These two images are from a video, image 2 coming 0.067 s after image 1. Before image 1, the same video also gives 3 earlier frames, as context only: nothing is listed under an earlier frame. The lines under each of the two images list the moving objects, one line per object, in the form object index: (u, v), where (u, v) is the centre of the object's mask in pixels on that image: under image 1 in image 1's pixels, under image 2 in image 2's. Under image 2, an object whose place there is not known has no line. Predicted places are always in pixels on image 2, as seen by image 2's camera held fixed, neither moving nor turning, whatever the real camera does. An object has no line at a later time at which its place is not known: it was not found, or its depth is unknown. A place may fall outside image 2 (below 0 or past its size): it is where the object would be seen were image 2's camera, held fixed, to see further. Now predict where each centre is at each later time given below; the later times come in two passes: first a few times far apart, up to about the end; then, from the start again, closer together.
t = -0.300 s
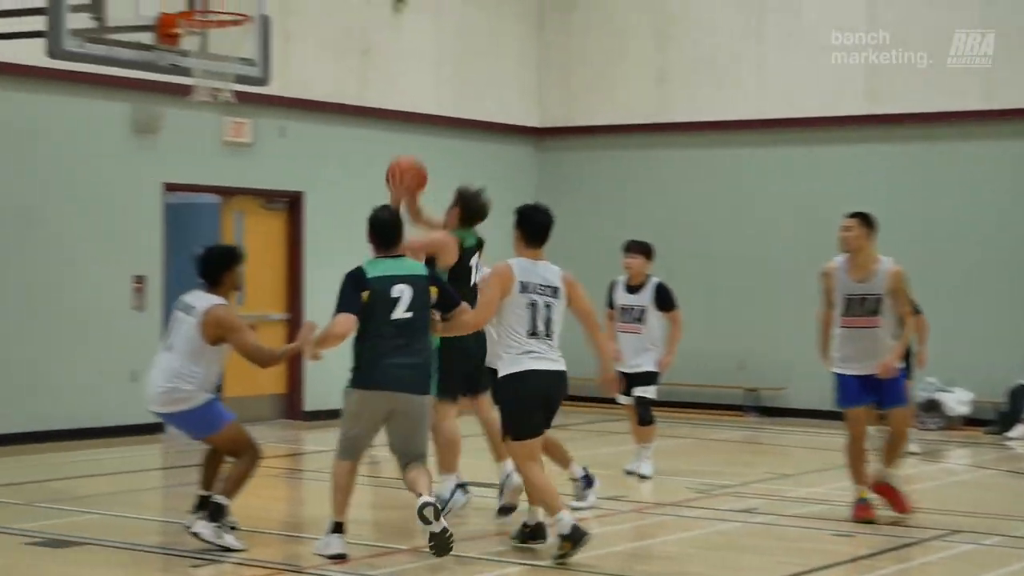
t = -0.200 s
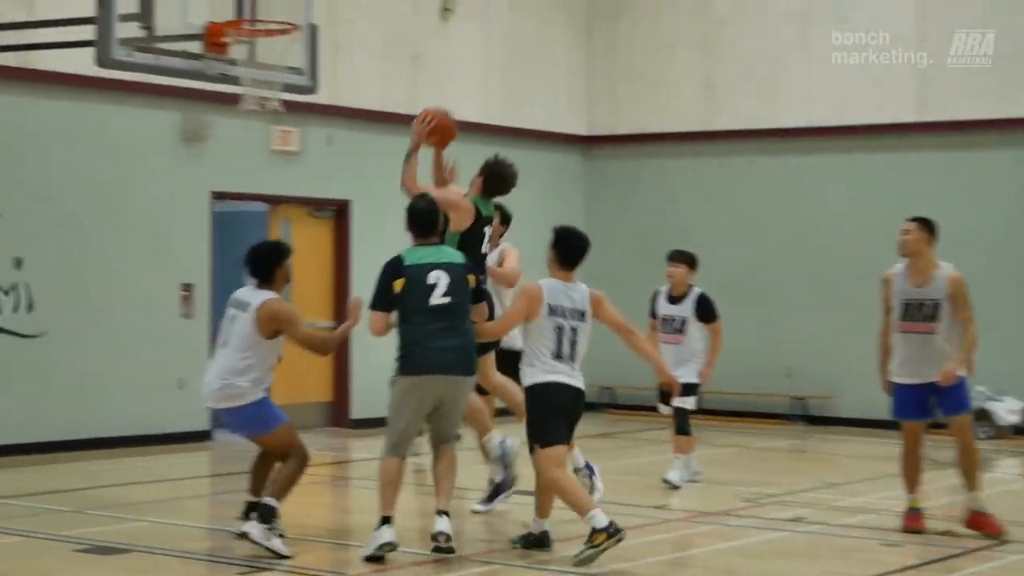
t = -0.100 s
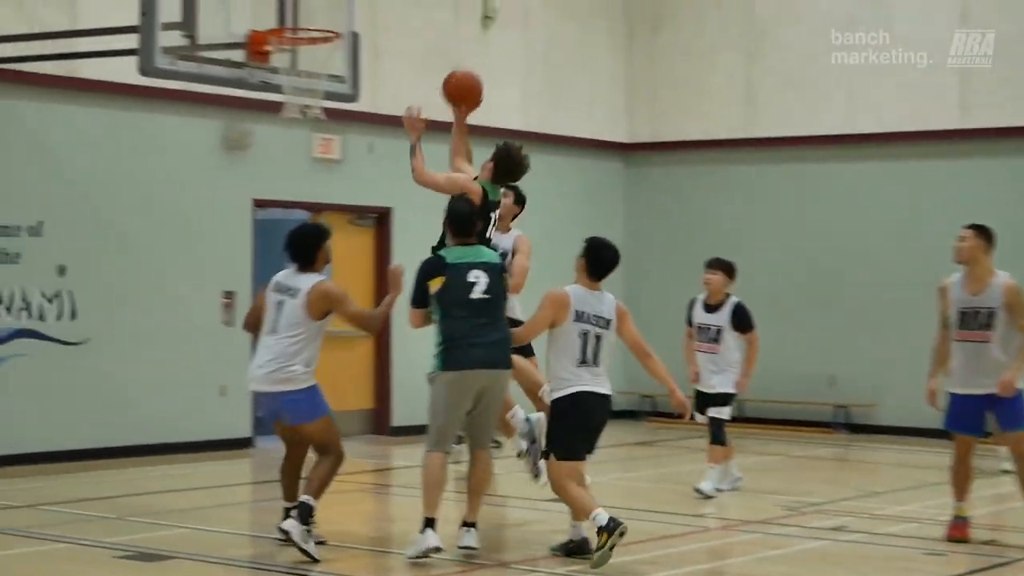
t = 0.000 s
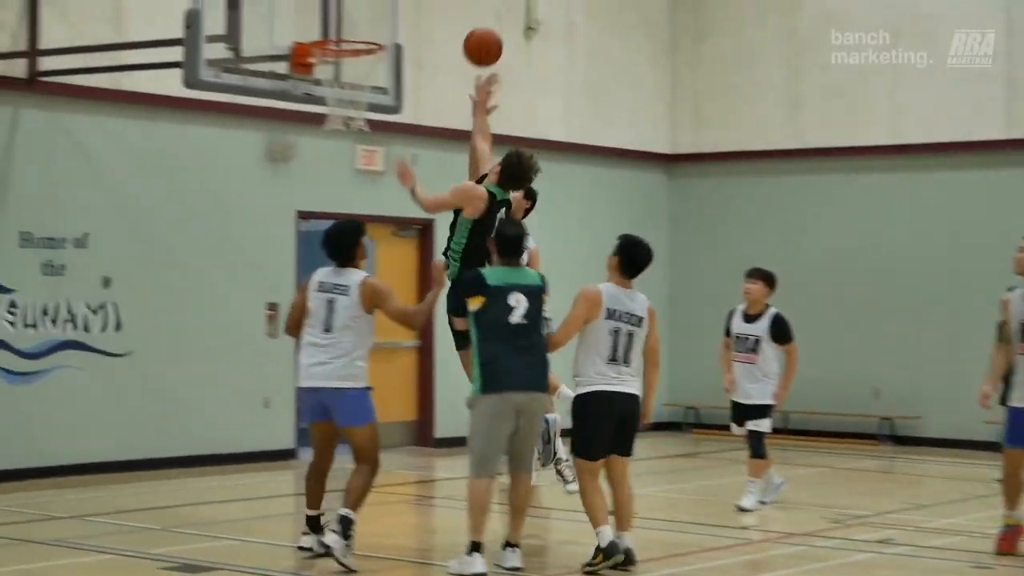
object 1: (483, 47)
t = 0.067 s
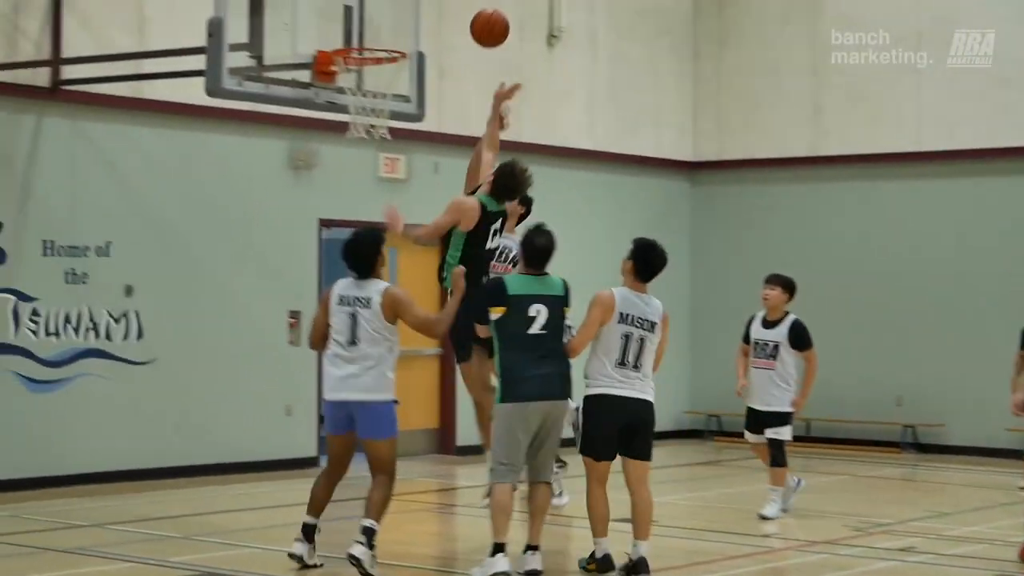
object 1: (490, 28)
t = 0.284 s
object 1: (443, -6)
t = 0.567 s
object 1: (387, 30)
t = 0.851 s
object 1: (366, 19)
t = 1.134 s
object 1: (382, 28)
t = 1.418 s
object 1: (363, 69)
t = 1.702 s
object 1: (349, 137)
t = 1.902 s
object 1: (353, 224)
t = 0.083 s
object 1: (487, 23)
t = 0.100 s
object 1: (483, 18)
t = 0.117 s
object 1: (480, 14)
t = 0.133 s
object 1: (476, 9)
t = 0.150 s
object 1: (472, 6)
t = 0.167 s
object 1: (469, 3)
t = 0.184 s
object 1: (466, 0)
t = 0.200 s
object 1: (462, -2)
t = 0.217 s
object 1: (459, -3)
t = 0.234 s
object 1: (455, -5)
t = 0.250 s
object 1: (451, -5)
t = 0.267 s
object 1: (447, -6)
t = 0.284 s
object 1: (443, -6)
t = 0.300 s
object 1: (439, -5)
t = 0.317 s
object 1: (436, -5)
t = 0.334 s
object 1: (432, -4)
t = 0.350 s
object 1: (429, -2)
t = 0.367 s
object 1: (425, 0)
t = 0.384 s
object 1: (421, 3)
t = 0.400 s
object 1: (417, 6)
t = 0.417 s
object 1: (414, 9)
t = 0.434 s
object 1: (410, 14)
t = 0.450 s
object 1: (407, 18)
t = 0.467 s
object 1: (404, 22)
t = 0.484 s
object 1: (400, 27)
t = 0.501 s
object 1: (397, 33)
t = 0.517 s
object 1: (394, 36)
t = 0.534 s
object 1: (392, 36)
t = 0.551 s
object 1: (390, 33)
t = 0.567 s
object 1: (387, 30)
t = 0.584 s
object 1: (385, 27)
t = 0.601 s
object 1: (383, 24)
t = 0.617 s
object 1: (382, 21)
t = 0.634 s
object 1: (380, 19)
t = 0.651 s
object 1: (377, 17)
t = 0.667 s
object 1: (375, 16)
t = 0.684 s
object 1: (373, 15)
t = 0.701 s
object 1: (371, 15)
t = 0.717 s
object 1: (369, 14)
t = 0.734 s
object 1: (367, 14)
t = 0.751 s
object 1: (365, 15)
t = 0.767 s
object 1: (363, 16)
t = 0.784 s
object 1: (361, 17)
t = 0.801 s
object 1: (362, 18)
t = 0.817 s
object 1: (363, 18)
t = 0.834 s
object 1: (365, 18)
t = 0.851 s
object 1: (366, 19)
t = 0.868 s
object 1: (367, 21)
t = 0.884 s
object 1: (368, 23)
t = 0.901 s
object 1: (370, 25)
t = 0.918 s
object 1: (371, 28)
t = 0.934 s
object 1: (373, 31)
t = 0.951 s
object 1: (374, 33)
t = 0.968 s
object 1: (376, 36)
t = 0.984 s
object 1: (376, 36)
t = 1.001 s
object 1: (377, 34)
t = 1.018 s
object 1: (378, 33)
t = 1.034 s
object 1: (379, 31)
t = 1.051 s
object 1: (379, 30)
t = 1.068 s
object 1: (380, 29)
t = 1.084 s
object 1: (380, 28)
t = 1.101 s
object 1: (381, 28)
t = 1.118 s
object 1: (381, 28)
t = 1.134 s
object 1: (382, 28)
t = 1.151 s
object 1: (383, 29)
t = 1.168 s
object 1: (383, 31)
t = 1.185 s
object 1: (384, 32)
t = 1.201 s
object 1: (385, 34)
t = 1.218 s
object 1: (385, 35)
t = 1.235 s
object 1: (386, 37)
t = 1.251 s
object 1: (387, 39)
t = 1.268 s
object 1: (387, 40)
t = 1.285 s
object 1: (386, 41)
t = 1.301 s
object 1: (383, 42)
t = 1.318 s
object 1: (381, 42)
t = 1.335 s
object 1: (377, 42)
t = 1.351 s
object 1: (375, 43)
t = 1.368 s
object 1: (372, 45)
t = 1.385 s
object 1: (369, 62)
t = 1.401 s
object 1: (366, 66)
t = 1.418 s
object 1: (363, 69)
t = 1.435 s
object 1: (360, 72)
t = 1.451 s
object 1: (358, 76)
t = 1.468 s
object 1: (355, 82)
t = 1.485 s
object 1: (353, 85)
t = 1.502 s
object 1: (351, 91)
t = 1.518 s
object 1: (349, 95)
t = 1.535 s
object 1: (348, 99)
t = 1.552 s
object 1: (347, 102)
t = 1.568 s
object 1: (348, 104)
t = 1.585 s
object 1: (348, 107)
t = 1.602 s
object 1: (347, 109)
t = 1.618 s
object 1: (348, 110)
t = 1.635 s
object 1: (350, 112)
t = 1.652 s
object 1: (350, 120)
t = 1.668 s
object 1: (349, 125)
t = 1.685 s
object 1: (349, 127)
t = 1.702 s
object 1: (349, 137)
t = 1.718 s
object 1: (350, 141)
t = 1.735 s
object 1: (350, 144)
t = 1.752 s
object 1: (351, 149)
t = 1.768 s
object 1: (351, 156)
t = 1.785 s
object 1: (351, 163)
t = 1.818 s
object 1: (351, 178)
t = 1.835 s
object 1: (351, 187)
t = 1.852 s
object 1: (352, 195)
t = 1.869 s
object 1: (352, 205)
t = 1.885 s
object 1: (353, 213)
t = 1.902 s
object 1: (353, 224)
